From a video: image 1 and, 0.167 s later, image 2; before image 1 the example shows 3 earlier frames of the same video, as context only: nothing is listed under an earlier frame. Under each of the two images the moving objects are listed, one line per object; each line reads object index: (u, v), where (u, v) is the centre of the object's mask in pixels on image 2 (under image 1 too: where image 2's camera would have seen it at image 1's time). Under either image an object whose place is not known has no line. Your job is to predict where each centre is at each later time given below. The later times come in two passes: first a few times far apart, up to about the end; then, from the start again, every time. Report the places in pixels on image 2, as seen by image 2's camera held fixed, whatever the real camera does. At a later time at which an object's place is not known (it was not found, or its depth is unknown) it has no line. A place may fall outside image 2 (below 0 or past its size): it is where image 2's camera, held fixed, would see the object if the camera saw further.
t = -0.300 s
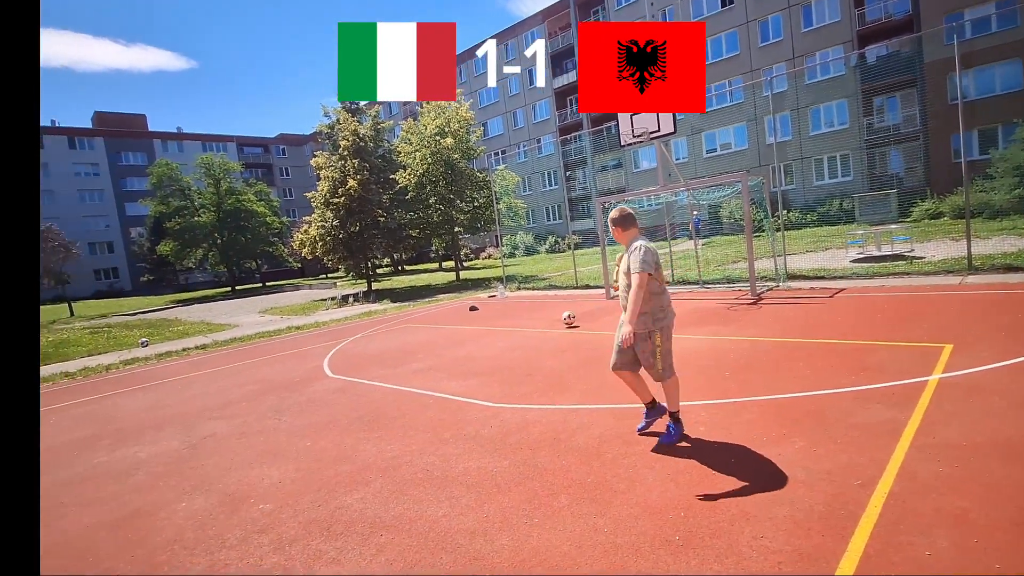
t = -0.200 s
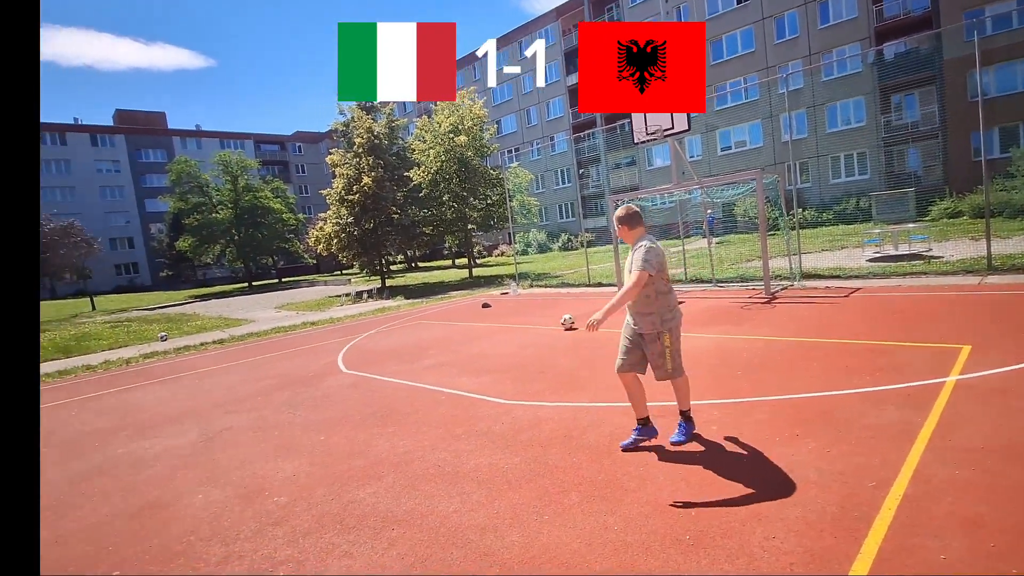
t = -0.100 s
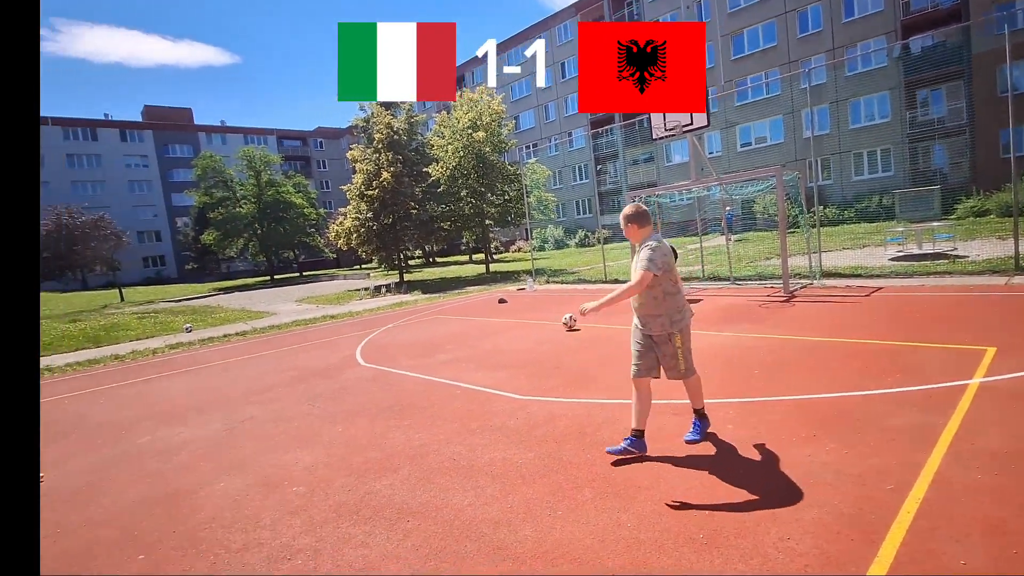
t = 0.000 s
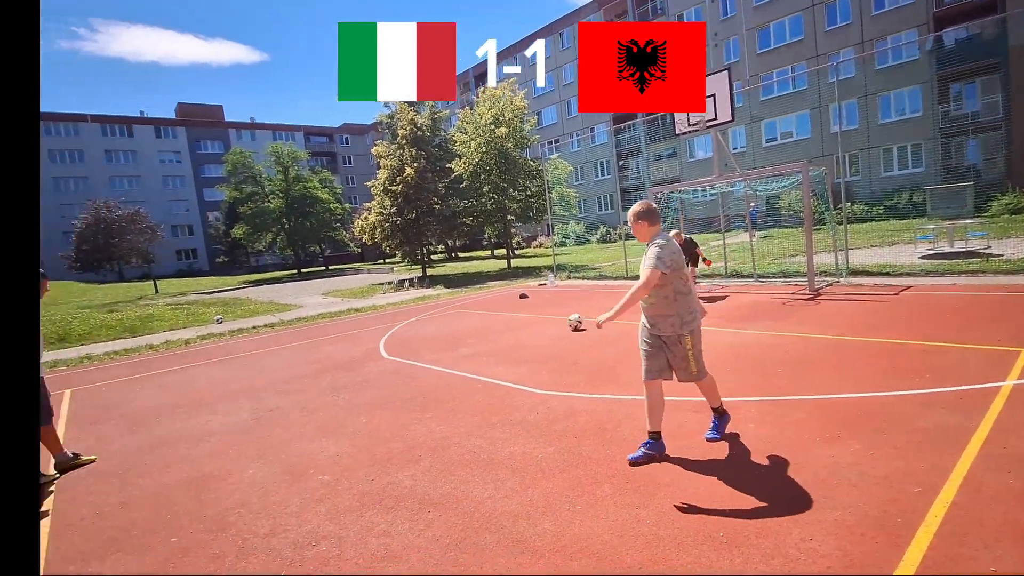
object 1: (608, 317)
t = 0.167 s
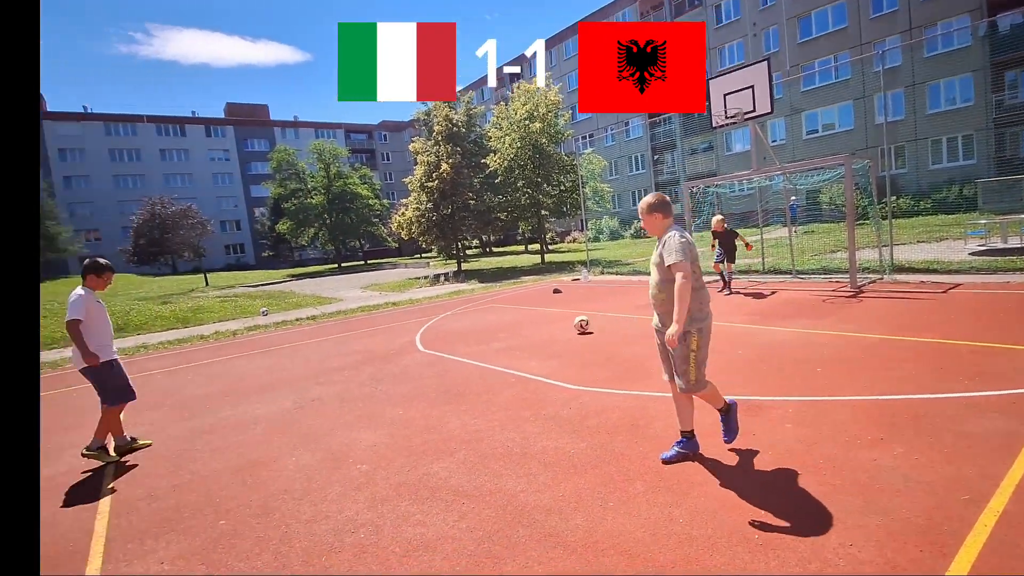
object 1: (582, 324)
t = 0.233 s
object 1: (570, 328)
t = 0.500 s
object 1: (522, 340)
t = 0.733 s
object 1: (474, 352)
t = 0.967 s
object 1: (420, 366)
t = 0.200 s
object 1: (576, 326)
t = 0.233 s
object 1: (570, 328)
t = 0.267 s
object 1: (564, 329)
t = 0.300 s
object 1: (559, 330)
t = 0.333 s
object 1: (553, 332)
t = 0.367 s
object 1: (547, 334)
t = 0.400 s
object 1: (541, 335)
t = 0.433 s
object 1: (534, 337)
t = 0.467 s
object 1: (528, 339)
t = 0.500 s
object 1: (522, 340)
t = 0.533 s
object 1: (515, 342)
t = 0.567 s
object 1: (508, 343)
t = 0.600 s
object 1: (502, 344)
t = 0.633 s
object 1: (495, 345)
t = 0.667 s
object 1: (488, 347)
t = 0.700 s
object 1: (481, 351)
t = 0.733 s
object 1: (474, 352)
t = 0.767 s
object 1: (467, 352)
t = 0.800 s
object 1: (459, 354)
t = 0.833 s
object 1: (452, 357)
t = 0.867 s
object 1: (444, 360)
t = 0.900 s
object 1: (436, 361)
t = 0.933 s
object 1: (427, 364)
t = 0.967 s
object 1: (420, 366)
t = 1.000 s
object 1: (411, 368)
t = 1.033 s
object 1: (402, 370)
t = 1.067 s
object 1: (393, 373)
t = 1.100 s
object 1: (385, 376)
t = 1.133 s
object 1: (375, 378)
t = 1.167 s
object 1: (365, 381)
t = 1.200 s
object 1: (356, 383)
